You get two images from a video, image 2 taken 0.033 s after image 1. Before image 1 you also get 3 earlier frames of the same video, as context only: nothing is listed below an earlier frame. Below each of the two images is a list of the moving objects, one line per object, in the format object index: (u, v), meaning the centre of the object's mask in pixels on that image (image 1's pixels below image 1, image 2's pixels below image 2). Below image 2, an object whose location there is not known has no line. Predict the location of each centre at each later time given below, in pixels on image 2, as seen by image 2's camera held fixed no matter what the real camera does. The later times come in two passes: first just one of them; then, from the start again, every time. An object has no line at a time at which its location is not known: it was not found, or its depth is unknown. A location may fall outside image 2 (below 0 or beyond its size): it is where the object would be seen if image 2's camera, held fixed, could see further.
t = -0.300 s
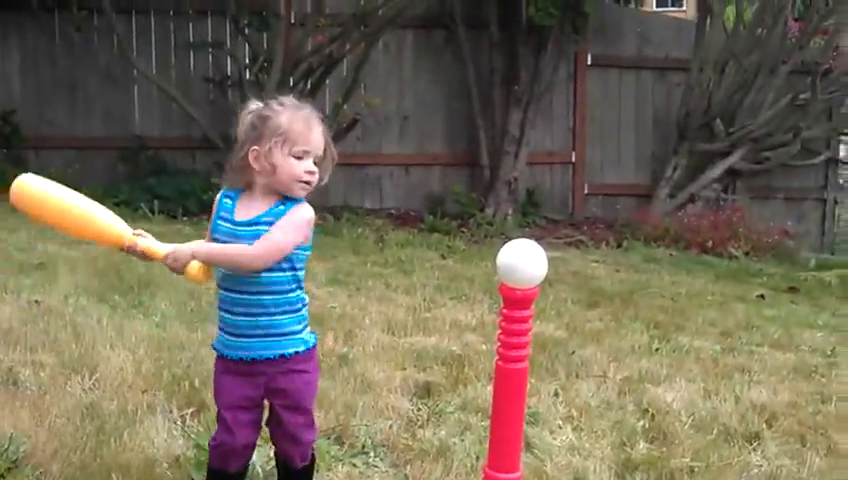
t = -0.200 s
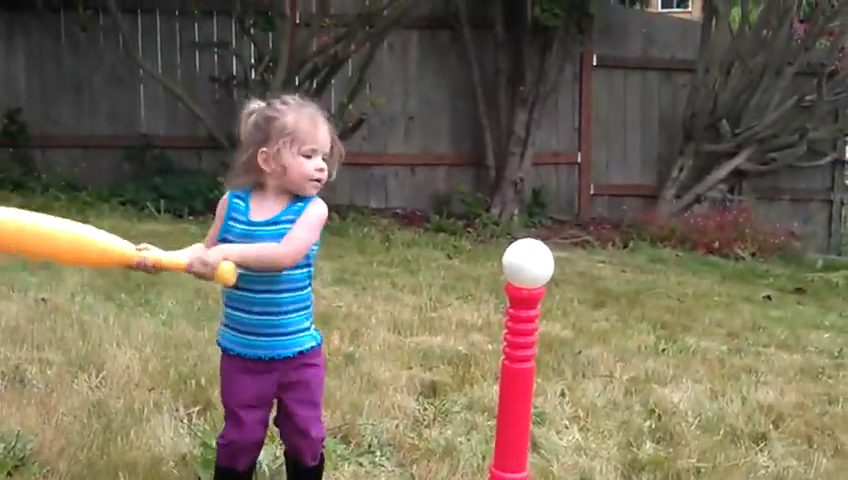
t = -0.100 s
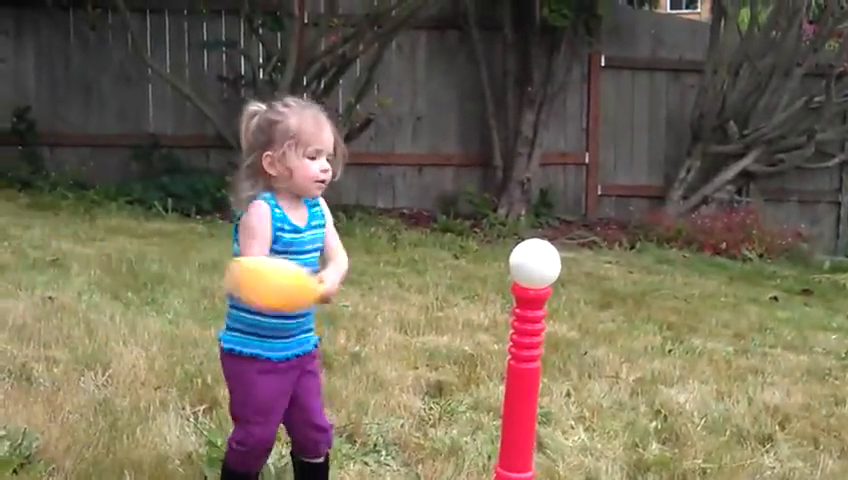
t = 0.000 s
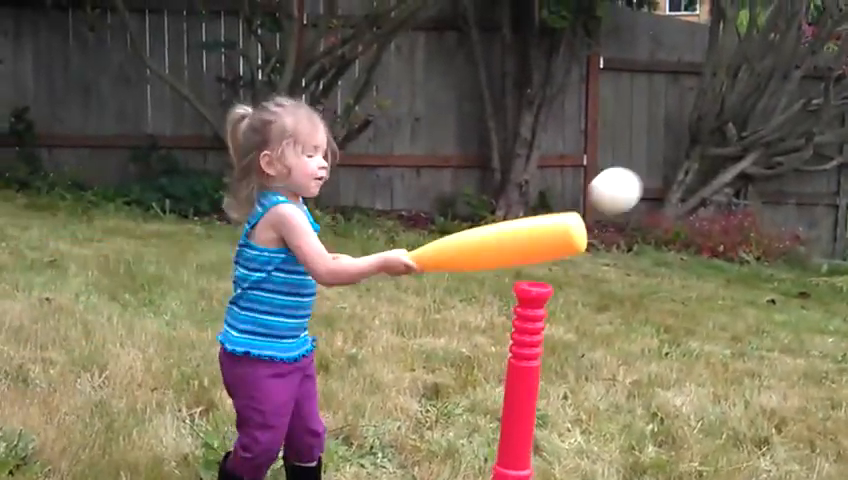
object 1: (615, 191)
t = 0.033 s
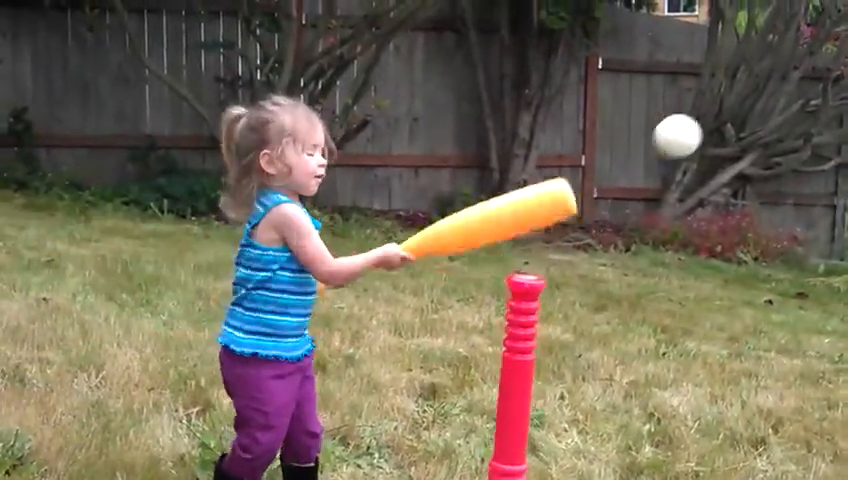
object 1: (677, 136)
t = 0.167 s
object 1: (855, 14)
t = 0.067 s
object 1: (733, 93)
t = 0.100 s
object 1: (783, 60)
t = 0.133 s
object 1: (825, 34)
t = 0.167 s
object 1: (855, 14)
